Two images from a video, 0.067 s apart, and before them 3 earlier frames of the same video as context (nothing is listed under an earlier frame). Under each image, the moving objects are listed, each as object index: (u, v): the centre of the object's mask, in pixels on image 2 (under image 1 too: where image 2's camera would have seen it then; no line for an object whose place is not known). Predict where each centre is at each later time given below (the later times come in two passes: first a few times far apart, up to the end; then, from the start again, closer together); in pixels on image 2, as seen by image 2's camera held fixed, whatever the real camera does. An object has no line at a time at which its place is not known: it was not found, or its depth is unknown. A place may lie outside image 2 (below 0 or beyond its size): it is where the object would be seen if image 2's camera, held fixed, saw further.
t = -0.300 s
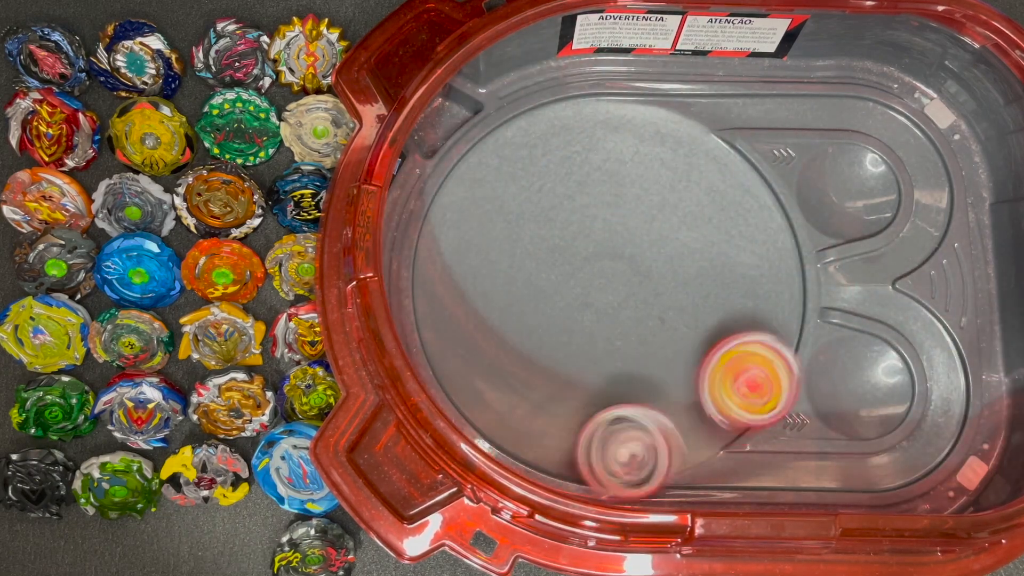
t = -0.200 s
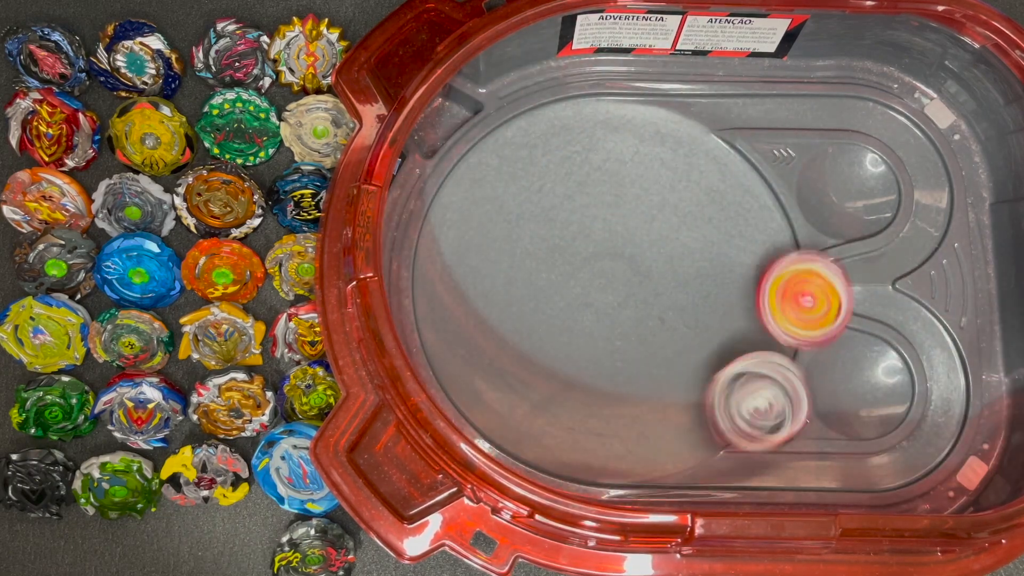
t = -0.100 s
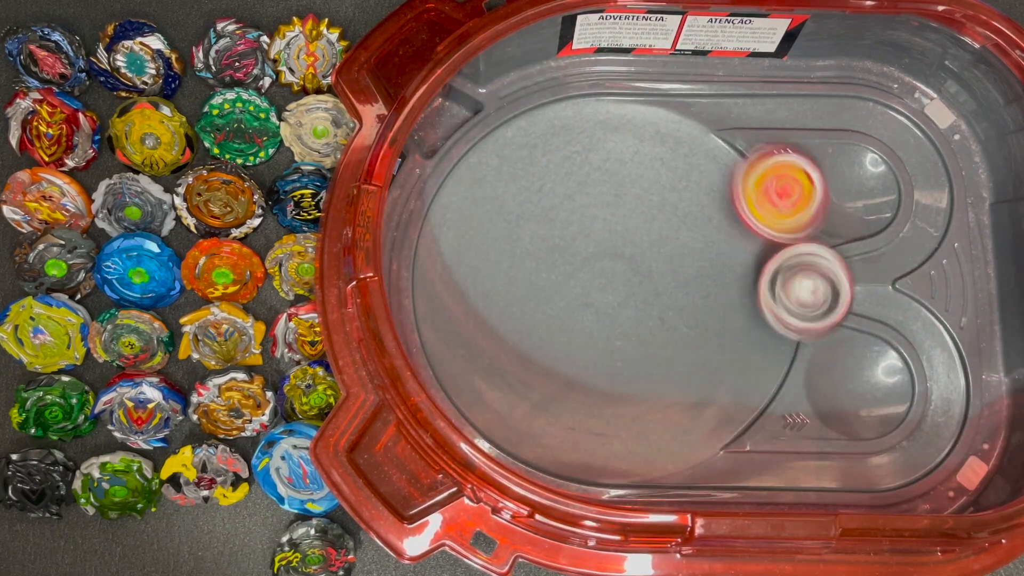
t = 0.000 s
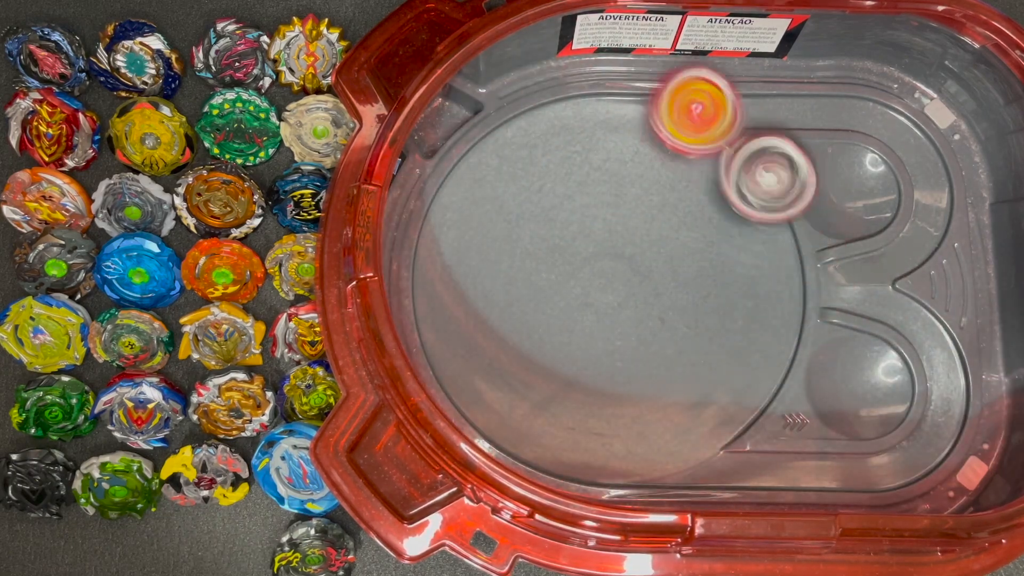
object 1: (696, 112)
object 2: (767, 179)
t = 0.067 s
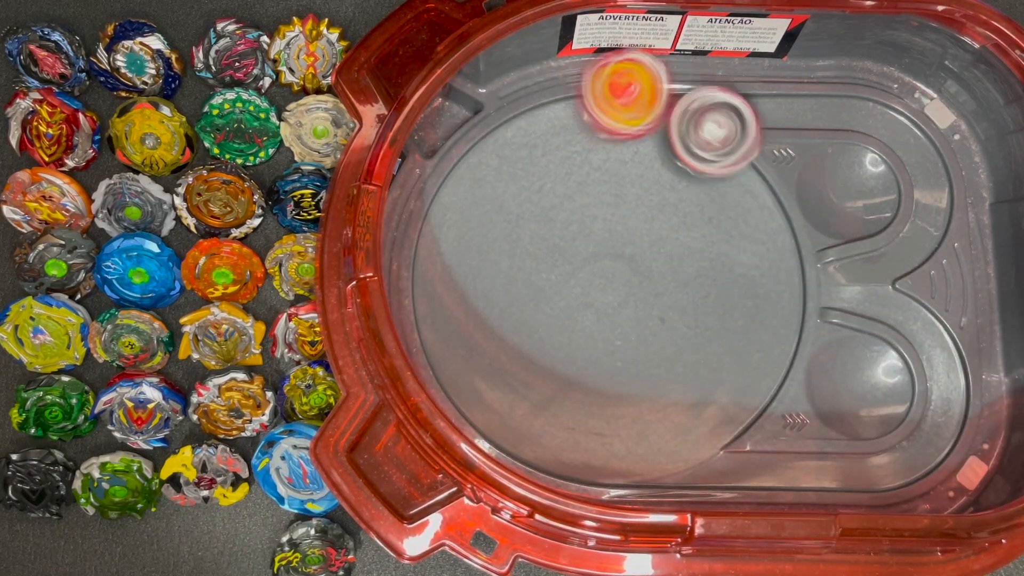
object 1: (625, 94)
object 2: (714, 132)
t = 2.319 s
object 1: (488, 257)
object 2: (643, 314)
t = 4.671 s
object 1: (543, 362)
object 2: (658, 105)
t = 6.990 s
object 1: (589, 351)
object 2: (610, 102)
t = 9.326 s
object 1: (634, 336)
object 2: (638, 123)
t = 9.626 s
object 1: (753, 245)
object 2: (559, 273)
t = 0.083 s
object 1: (604, 96)
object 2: (697, 125)
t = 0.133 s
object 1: (552, 106)
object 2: (646, 116)
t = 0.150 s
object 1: (534, 107)
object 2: (630, 116)
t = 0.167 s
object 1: (519, 113)
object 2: (612, 121)
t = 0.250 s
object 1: (452, 180)
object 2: (551, 175)
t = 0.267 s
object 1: (445, 199)
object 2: (543, 190)
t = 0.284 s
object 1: (440, 215)
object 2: (535, 208)
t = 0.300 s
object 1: (433, 232)
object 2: (532, 225)
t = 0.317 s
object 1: (430, 247)
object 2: (530, 241)
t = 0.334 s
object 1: (427, 263)
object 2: (529, 261)
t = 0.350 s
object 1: (429, 278)
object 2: (532, 278)
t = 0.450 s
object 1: (468, 363)
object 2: (585, 369)
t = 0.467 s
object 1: (478, 374)
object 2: (599, 381)
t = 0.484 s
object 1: (493, 382)
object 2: (616, 390)
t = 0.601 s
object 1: (605, 406)
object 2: (739, 402)
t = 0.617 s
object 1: (623, 403)
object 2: (757, 397)
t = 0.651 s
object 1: (654, 392)
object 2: (779, 375)
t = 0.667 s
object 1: (667, 384)
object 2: (784, 358)
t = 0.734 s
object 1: (716, 346)
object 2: (797, 290)
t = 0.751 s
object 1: (727, 334)
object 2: (800, 272)
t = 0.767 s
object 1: (732, 322)
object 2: (800, 254)
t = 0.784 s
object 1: (738, 310)
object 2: (797, 237)
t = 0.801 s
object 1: (738, 300)
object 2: (792, 218)
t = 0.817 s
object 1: (736, 291)
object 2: (781, 199)
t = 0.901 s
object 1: (718, 235)
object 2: (705, 119)
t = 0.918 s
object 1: (713, 222)
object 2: (690, 105)
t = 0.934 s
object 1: (706, 211)
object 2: (677, 95)
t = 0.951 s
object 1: (698, 199)
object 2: (665, 90)
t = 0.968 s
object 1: (690, 190)
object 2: (650, 91)
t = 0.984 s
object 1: (679, 179)
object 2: (636, 93)
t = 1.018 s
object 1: (658, 171)
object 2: (605, 95)
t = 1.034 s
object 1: (648, 168)
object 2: (589, 96)
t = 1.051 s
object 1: (635, 169)
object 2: (572, 99)
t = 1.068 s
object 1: (625, 168)
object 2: (556, 102)
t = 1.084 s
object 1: (613, 171)
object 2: (542, 109)
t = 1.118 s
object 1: (590, 178)
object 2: (513, 125)
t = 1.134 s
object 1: (579, 183)
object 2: (500, 132)
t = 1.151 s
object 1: (570, 191)
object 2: (488, 143)
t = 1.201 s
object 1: (546, 220)
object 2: (461, 179)
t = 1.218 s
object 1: (541, 229)
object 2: (455, 193)
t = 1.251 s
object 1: (537, 255)
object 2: (445, 219)
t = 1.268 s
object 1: (538, 268)
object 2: (441, 233)
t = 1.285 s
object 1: (538, 280)
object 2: (438, 246)
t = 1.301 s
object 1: (542, 292)
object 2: (439, 261)
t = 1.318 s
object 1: (546, 305)
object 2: (441, 275)
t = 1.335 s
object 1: (552, 316)
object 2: (446, 290)
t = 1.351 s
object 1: (560, 327)
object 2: (453, 303)
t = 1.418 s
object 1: (595, 359)
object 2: (498, 348)
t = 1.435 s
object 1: (606, 367)
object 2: (511, 357)
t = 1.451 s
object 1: (621, 372)
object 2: (523, 360)
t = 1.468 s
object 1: (639, 377)
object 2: (532, 365)
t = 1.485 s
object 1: (655, 379)
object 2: (542, 366)
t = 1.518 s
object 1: (681, 380)
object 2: (564, 364)
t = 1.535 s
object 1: (695, 379)
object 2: (574, 362)
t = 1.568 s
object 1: (722, 374)
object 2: (597, 350)
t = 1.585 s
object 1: (734, 369)
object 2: (606, 341)
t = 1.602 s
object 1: (744, 362)
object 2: (615, 333)
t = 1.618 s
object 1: (755, 355)
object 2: (623, 322)
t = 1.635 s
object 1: (764, 347)
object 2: (628, 311)
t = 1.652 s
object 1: (774, 339)
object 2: (634, 299)
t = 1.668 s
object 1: (783, 330)
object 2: (637, 288)
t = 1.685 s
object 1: (789, 319)
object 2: (639, 274)
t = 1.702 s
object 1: (795, 307)
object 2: (640, 262)
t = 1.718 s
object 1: (798, 295)
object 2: (640, 248)
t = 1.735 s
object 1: (800, 283)
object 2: (640, 236)
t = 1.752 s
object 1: (802, 271)
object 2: (637, 223)
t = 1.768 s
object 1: (800, 259)
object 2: (634, 213)
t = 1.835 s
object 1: (780, 212)
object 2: (609, 172)
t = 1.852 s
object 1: (772, 202)
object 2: (600, 163)
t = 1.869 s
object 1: (764, 192)
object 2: (592, 158)
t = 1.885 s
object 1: (754, 184)
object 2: (581, 152)
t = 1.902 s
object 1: (743, 175)
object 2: (571, 149)
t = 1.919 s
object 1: (732, 169)
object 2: (559, 146)
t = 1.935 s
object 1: (719, 164)
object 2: (549, 146)
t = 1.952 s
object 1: (707, 159)
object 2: (537, 147)
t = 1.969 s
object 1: (695, 156)
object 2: (527, 151)
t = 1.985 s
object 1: (683, 152)
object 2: (516, 156)
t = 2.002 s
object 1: (671, 151)
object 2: (509, 164)
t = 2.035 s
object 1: (644, 150)
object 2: (496, 183)
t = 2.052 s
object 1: (630, 152)
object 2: (492, 195)
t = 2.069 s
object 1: (618, 153)
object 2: (493, 206)
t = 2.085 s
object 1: (606, 155)
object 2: (493, 220)
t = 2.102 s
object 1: (593, 159)
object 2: (497, 231)
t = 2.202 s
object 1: (531, 193)
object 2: (550, 290)
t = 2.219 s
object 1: (521, 200)
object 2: (562, 298)
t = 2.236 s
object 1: (514, 207)
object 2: (575, 303)
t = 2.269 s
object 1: (500, 225)
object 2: (601, 311)
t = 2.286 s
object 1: (495, 235)
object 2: (615, 314)
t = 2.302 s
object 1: (490, 246)
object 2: (628, 314)
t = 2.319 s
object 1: (488, 257)
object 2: (643, 314)
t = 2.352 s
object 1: (485, 279)
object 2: (669, 309)
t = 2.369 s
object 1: (486, 291)
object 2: (682, 306)
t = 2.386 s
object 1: (489, 303)
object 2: (694, 300)
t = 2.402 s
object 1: (493, 314)
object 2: (706, 295)
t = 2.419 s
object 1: (499, 325)
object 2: (716, 287)
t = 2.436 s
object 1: (506, 334)
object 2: (726, 280)
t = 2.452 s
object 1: (514, 343)
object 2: (734, 270)
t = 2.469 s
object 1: (523, 353)
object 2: (743, 262)
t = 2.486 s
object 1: (533, 359)
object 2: (748, 251)
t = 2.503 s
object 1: (545, 365)
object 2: (754, 240)
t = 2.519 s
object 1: (556, 369)
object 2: (756, 228)
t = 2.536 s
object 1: (568, 372)
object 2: (760, 216)
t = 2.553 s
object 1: (581, 376)
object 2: (760, 204)
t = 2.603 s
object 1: (618, 373)
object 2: (754, 169)
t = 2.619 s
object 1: (631, 370)
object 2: (748, 158)
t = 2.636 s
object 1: (643, 367)
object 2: (738, 151)
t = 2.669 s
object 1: (665, 355)
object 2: (715, 138)
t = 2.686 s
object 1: (675, 348)
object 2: (704, 133)
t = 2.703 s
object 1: (684, 340)
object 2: (691, 131)
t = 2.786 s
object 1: (719, 293)
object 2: (629, 146)
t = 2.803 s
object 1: (725, 282)
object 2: (618, 153)
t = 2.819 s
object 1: (728, 271)
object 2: (606, 162)
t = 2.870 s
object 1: (734, 237)
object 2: (580, 192)
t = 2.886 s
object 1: (734, 225)
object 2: (574, 204)
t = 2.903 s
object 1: (732, 213)
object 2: (568, 216)
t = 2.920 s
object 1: (730, 202)
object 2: (565, 229)
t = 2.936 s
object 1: (727, 192)
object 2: (562, 242)
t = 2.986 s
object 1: (713, 161)
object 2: (562, 280)
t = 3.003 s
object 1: (705, 152)
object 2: (563, 294)
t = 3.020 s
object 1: (698, 143)
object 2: (567, 305)
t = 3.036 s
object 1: (690, 137)
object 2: (571, 318)
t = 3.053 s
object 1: (680, 130)
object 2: (576, 328)
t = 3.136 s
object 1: (626, 117)
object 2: (616, 378)
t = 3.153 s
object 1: (615, 118)
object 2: (626, 386)
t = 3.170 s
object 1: (604, 122)
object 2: (639, 390)
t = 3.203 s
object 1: (584, 129)
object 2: (663, 397)
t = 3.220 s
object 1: (573, 137)
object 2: (676, 399)
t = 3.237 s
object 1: (565, 144)
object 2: (688, 399)
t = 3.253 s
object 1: (558, 152)
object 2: (702, 398)
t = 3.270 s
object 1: (549, 161)
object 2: (713, 395)
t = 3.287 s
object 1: (543, 170)
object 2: (725, 389)
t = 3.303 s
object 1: (538, 182)
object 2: (735, 383)
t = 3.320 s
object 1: (534, 192)
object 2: (744, 374)
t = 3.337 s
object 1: (531, 203)
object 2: (753, 364)
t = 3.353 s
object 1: (528, 215)
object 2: (757, 352)
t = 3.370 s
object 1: (527, 227)
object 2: (762, 340)
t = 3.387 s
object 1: (528, 239)
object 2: (763, 329)
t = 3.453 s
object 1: (537, 285)
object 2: (758, 277)
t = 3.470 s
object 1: (542, 296)
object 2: (752, 264)
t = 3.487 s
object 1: (547, 306)
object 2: (746, 252)
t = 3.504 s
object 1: (553, 316)
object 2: (737, 243)
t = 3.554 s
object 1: (577, 343)
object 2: (707, 215)
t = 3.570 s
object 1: (585, 352)
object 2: (697, 208)
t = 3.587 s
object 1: (595, 359)
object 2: (685, 201)
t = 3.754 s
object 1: (710, 376)
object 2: (560, 187)
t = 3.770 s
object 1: (719, 370)
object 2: (549, 192)
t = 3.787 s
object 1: (731, 365)
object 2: (537, 196)
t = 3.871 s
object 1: (764, 320)
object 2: (491, 232)
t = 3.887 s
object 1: (766, 310)
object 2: (485, 242)
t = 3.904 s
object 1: (766, 297)
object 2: (479, 253)
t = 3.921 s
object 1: (767, 287)
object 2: (476, 264)
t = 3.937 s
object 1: (767, 276)
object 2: (473, 276)
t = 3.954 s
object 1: (764, 264)
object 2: (472, 287)
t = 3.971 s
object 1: (760, 253)
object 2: (474, 300)
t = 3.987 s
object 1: (755, 243)
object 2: (475, 310)
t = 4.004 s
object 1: (750, 233)
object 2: (480, 322)
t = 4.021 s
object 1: (743, 223)
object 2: (485, 334)
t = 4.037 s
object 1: (734, 215)
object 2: (494, 345)
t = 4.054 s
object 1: (727, 207)
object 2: (502, 355)
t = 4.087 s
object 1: (707, 192)
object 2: (524, 368)
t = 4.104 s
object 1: (699, 187)
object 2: (535, 373)
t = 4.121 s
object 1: (687, 183)
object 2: (549, 377)
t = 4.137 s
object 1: (677, 178)
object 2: (561, 380)
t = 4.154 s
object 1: (666, 175)
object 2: (576, 381)
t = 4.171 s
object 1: (654, 172)
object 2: (590, 381)
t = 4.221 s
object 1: (620, 168)
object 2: (627, 370)
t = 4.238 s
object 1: (609, 168)
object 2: (639, 364)
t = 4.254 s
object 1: (597, 170)
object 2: (651, 358)
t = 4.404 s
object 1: (512, 213)
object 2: (718, 265)
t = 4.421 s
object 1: (505, 220)
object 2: (719, 253)
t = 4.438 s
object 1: (500, 231)
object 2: (722, 240)
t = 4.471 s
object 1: (492, 250)
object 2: (723, 217)
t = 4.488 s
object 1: (488, 261)
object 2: (725, 205)
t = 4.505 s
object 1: (487, 272)
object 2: (721, 194)
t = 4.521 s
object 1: (488, 283)
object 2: (719, 181)
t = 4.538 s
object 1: (489, 293)
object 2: (716, 171)
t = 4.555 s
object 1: (491, 303)
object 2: (711, 160)
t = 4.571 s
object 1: (496, 315)
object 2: (708, 150)
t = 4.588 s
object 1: (501, 324)
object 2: (701, 140)
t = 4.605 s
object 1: (508, 332)
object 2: (694, 130)
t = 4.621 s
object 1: (515, 343)
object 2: (685, 123)
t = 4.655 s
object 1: (534, 355)
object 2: (670, 111)
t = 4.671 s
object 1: (543, 362)
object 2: (658, 105)
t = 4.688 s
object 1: (554, 365)
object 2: (648, 101)
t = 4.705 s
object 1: (567, 368)
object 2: (635, 99)
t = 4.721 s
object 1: (576, 371)
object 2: (624, 98)
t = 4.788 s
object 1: (622, 368)
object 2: (579, 110)
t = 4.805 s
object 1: (634, 365)
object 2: (568, 115)
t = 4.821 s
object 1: (645, 361)
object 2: (560, 124)
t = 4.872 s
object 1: (673, 344)
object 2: (539, 155)
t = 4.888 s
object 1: (683, 336)
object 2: (533, 164)
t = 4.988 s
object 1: (722, 284)
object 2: (529, 240)
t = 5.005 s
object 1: (726, 274)
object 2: (531, 254)
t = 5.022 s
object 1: (729, 263)
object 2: (536, 265)
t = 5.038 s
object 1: (732, 253)
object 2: (541, 278)
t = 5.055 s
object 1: (733, 243)
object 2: (547, 288)
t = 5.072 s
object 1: (734, 231)
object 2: (553, 299)
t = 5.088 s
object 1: (734, 220)
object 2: (559, 310)
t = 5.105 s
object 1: (732, 210)
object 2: (569, 319)
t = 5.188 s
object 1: (715, 161)
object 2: (617, 359)
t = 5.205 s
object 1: (707, 152)
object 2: (629, 366)
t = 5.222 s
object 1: (700, 145)
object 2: (640, 369)
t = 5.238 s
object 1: (692, 139)
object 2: (652, 373)
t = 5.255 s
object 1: (683, 132)
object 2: (663, 376)
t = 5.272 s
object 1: (674, 128)
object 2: (676, 378)
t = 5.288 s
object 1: (664, 126)
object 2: (688, 380)
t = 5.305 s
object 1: (654, 122)
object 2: (700, 379)
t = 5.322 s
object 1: (644, 122)
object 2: (712, 378)
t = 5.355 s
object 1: (622, 123)
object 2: (735, 372)
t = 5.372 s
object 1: (613, 126)
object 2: (746, 368)
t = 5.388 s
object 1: (601, 130)
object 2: (755, 360)
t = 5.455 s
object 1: (568, 154)
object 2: (786, 328)
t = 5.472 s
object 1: (562, 164)
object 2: (789, 316)
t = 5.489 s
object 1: (555, 172)
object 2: (793, 304)
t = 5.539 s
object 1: (542, 202)
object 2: (792, 271)
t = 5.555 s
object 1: (539, 212)
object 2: (787, 259)
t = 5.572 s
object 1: (538, 224)
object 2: (783, 247)
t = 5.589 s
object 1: (537, 234)
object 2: (776, 238)
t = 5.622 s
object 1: (537, 257)
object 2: (762, 219)
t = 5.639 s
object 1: (538, 267)
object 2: (751, 211)
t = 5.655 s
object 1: (541, 277)
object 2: (741, 202)
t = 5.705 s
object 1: (553, 307)
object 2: (710, 185)
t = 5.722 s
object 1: (557, 318)
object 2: (696, 182)
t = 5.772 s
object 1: (576, 344)
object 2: (660, 175)
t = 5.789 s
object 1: (584, 352)
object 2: (648, 173)
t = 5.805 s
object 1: (594, 360)
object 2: (635, 174)
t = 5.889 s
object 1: (642, 383)
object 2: (577, 184)
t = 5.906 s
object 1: (653, 386)
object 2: (567, 189)
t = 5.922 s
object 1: (664, 386)
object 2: (557, 193)
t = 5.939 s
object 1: (675, 384)
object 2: (546, 199)
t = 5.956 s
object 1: (687, 385)
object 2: (536, 204)
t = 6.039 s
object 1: (733, 358)
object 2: (497, 242)
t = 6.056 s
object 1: (739, 352)
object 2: (492, 251)
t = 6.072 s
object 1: (743, 343)
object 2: (487, 262)
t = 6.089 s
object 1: (748, 331)
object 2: (484, 270)
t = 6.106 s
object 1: (751, 322)
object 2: (481, 281)
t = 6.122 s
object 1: (752, 312)
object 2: (478, 292)
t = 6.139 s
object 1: (754, 301)
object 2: (479, 303)
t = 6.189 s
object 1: (749, 270)
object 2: (486, 334)
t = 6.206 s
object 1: (745, 260)
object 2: (490, 346)
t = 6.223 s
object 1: (739, 251)
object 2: (498, 354)
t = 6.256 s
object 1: (729, 233)
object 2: (514, 371)
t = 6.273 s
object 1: (721, 224)
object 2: (525, 377)
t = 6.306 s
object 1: (707, 210)
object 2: (547, 386)
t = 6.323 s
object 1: (697, 202)
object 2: (560, 388)
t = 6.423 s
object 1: (641, 175)
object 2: (631, 379)
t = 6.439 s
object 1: (631, 172)
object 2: (641, 372)
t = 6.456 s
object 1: (621, 171)
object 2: (652, 365)
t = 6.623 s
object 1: (524, 192)
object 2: (715, 270)
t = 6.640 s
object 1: (517, 198)
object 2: (719, 259)
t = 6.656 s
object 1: (511, 206)
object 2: (720, 248)
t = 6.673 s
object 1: (504, 214)
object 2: (721, 236)
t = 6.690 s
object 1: (500, 221)
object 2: (722, 226)
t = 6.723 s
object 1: (492, 241)
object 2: (722, 203)
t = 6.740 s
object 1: (491, 249)
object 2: (719, 194)
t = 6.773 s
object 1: (491, 271)
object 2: (716, 172)
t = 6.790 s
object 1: (494, 279)
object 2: (710, 162)
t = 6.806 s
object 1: (496, 291)
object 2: (706, 152)
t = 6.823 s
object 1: (500, 299)
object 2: (701, 145)
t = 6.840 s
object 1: (507, 307)
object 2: (695, 135)
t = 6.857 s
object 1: (513, 316)
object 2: (688, 127)
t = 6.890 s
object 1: (529, 329)
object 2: (671, 115)
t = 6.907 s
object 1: (538, 336)
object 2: (664, 110)
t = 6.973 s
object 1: (578, 350)
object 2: (621, 102)
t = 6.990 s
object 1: (589, 351)
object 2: (610, 102)
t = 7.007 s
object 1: (599, 352)
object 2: (599, 107)
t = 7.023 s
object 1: (610, 352)
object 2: (590, 111)
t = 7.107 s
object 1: (661, 338)
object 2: (551, 150)
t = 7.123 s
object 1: (670, 334)
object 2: (544, 158)
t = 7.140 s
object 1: (679, 328)
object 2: (542, 170)
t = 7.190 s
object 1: (703, 309)
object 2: (534, 204)
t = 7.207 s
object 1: (711, 303)
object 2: (533, 216)
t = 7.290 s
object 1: (736, 259)
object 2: (545, 271)
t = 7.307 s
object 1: (740, 250)
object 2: (548, 281)
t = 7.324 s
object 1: (742, 240)
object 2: (553, 292)
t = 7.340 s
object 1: (743, 230)
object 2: (559, 302)
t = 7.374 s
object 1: (742, 212)
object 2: (572, 320)
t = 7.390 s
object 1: (740, 200)
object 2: (578, 329)
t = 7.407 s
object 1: (738, 192)
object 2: (587, 337)
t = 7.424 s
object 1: (734, 184)
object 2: (596, 345)
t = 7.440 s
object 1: (729, 174)
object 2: (603, 353)
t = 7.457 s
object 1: (724, 167)
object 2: (612, 360)
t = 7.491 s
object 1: (709, 153)
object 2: (632, 371)
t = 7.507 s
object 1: (701, 148)
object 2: (642, 375)
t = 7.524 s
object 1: (693, 145)
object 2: (653, 380)
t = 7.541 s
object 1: (682, 141)
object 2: (664, 382)
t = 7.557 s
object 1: (673, 139)
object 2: (675, 384)
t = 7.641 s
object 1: (623, 146)
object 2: (728, 379)
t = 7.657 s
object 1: (614, 150)
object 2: (739, 376)
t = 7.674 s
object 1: (606, 156)
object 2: (745, 369)
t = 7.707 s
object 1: (589, 167)
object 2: (762, 356)
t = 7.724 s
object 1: (583, 174)
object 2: (767, 346)
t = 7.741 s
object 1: (575, 182)
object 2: (772, 336)
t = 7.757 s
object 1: (570, 190)
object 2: (775, 328)
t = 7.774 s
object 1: (565, 198)
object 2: (776, 317)
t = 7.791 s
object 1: (559, 207)
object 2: (778, 305)
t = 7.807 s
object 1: (556, 216)
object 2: (775, 296)
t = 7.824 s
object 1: (553, 225)
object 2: (773, 286)
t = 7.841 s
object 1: (549, 236)
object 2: (771, 274)
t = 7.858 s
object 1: (547, 245)
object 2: (765, 265)
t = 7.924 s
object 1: (546, 284)
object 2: (738, 228)
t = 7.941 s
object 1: (547, 295)
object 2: (732, 222)
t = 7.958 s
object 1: (549, 304)
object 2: (721, 215)
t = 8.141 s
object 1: (618, 386)
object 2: (606, 181)
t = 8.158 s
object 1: (626, 388)
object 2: (596, 182)
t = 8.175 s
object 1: (635, 389)
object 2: (586, 182)
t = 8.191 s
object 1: (647, 390)
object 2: (575, 184)
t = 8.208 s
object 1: (656, 388)
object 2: (564, 186)
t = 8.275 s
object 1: (691, 373)
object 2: (529, 200)
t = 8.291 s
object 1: (701, 366)
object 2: (519, 206)
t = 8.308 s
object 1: (706, 360)
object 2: (511, 210)
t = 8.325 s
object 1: (711, 352)
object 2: (504, 217)
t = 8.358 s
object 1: (719, 334)
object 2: (490, 230)
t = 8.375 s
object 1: (722, 325)
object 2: (486, 239)
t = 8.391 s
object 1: (722, 314)
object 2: (481, 249)
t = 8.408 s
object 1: (724, 305)
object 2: (478, 257)
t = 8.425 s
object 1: (724, 295)
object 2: (476, 267)
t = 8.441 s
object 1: (722, 285)
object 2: (474, 278)
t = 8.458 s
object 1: (721, 276)
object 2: (476, 286)
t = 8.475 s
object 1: (718, 267)
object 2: (478, 296)
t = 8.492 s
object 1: (714, 256)
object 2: (480, 307)
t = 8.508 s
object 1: (712, 248)
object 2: (486, 315)
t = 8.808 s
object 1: (575, 158)
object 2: (660, 330)
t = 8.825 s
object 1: (567, 159)
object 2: (670, 325)
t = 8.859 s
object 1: (549, 165)
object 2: (685, 310)
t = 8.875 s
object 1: (542, 169)
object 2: (693, 304)
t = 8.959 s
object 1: (513, 203)
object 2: (721, 261)
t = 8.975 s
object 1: (509, 210)
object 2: (726, 253)
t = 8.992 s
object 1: (507, 218)
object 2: (729, 243)
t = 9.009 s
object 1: (507, 229)
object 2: (732, 233)
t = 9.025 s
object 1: (506, 238)
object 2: (734, 225)
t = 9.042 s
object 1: (507, 246)
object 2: (736, 215)
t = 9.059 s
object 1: (510, 256)
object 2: (737, 204)
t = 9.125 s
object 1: (528, 290)
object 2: (731, 168)
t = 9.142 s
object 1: (534, 297)
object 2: (728, 158)
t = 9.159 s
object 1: (543, 303)
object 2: (724, 149)
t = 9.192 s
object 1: (558, 315)
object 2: (712, 136)
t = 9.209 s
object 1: (566, 319)
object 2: (704, 128)
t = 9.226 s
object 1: (577, 325)
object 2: (696, 126)
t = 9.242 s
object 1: (585, 328)
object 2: (688, 121)
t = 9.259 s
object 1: (594, 331)
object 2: (678, 117)
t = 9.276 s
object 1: (605, 333)
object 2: (667, 119)
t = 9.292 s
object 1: (613, 335)
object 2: (658, 119)
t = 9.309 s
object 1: (623, 336)
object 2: (648, 118)
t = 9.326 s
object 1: (634, 336)
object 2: (638, 123)
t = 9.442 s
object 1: (699, 323)
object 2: (583, 167)
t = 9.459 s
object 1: (707, 319)
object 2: (578, 174)
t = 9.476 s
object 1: (714, 314)
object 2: (573, 184)
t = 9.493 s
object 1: (723, 308)
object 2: (569, 194)
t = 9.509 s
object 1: (729, 302)
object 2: (565, 203)
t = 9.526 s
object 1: (734, 295)
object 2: (563, 213)
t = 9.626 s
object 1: (753, 245)
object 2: (559, 273)
